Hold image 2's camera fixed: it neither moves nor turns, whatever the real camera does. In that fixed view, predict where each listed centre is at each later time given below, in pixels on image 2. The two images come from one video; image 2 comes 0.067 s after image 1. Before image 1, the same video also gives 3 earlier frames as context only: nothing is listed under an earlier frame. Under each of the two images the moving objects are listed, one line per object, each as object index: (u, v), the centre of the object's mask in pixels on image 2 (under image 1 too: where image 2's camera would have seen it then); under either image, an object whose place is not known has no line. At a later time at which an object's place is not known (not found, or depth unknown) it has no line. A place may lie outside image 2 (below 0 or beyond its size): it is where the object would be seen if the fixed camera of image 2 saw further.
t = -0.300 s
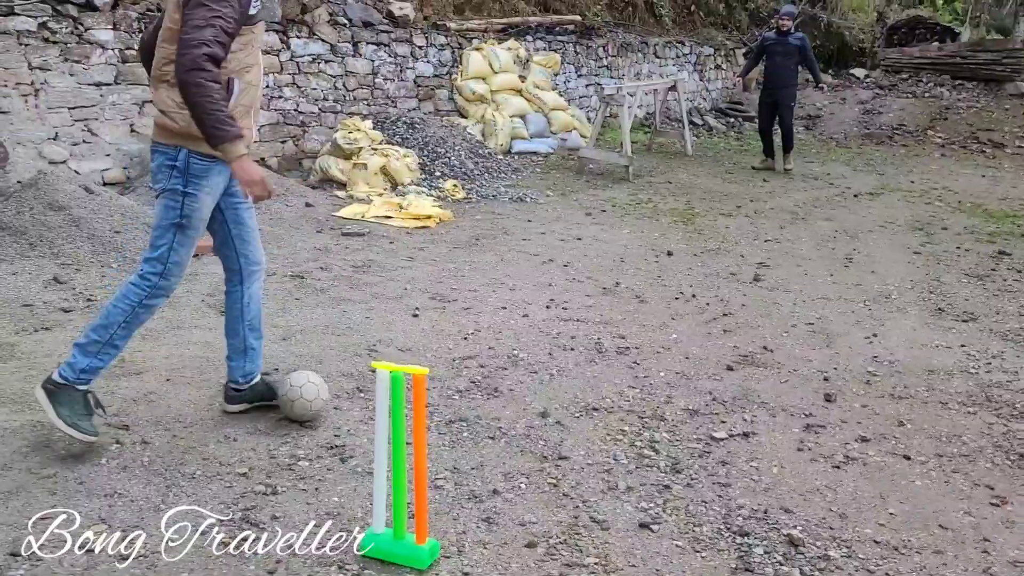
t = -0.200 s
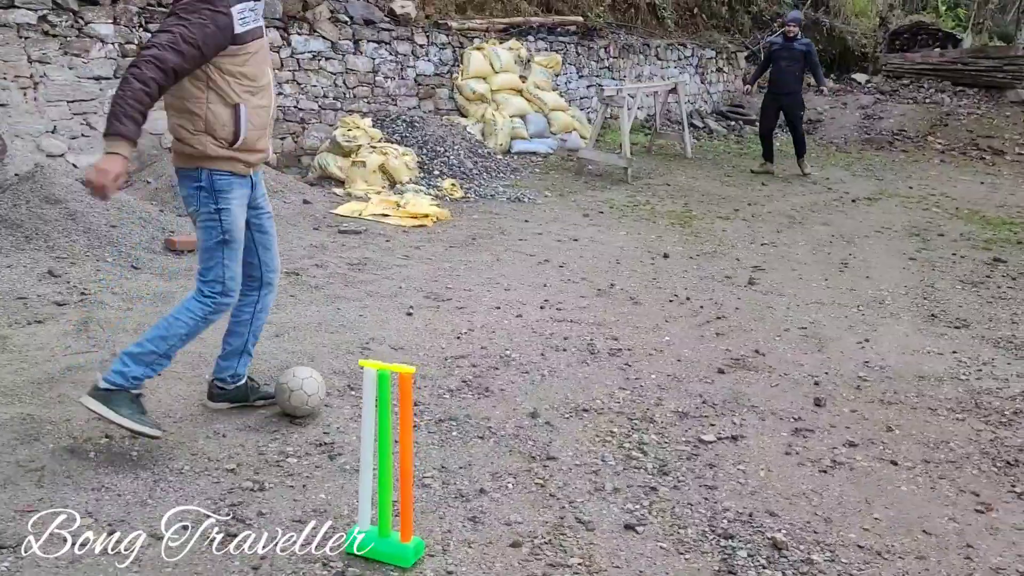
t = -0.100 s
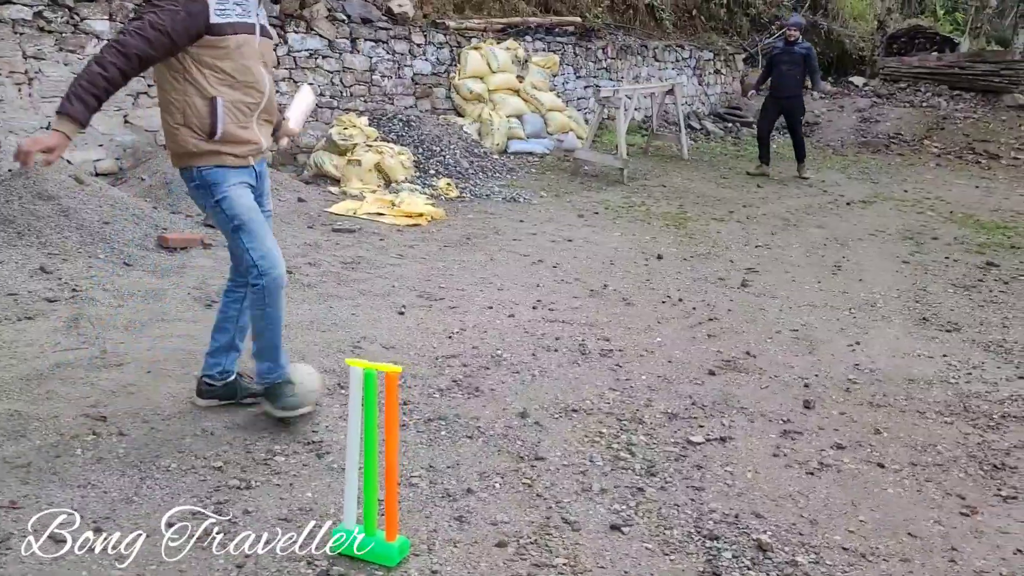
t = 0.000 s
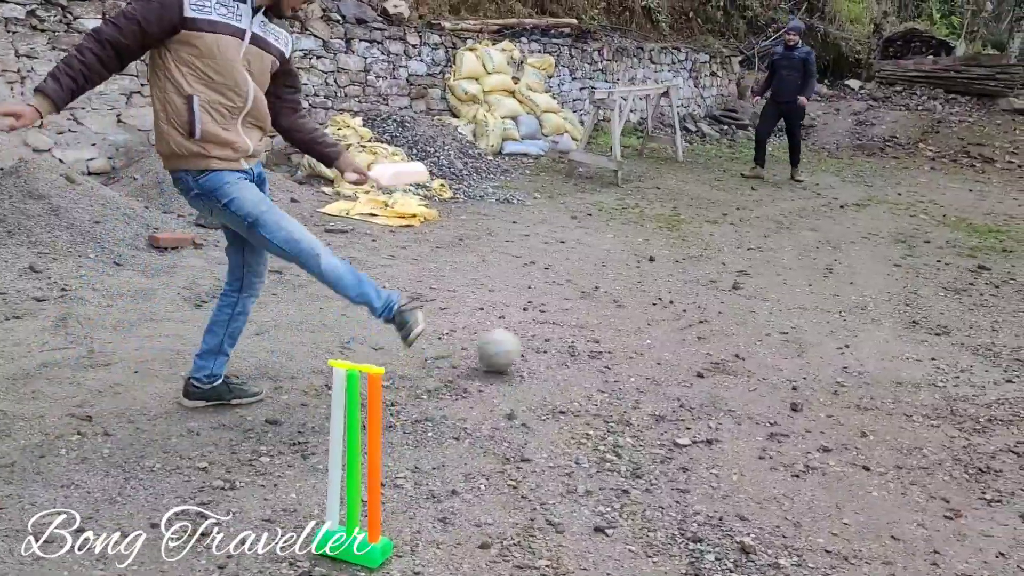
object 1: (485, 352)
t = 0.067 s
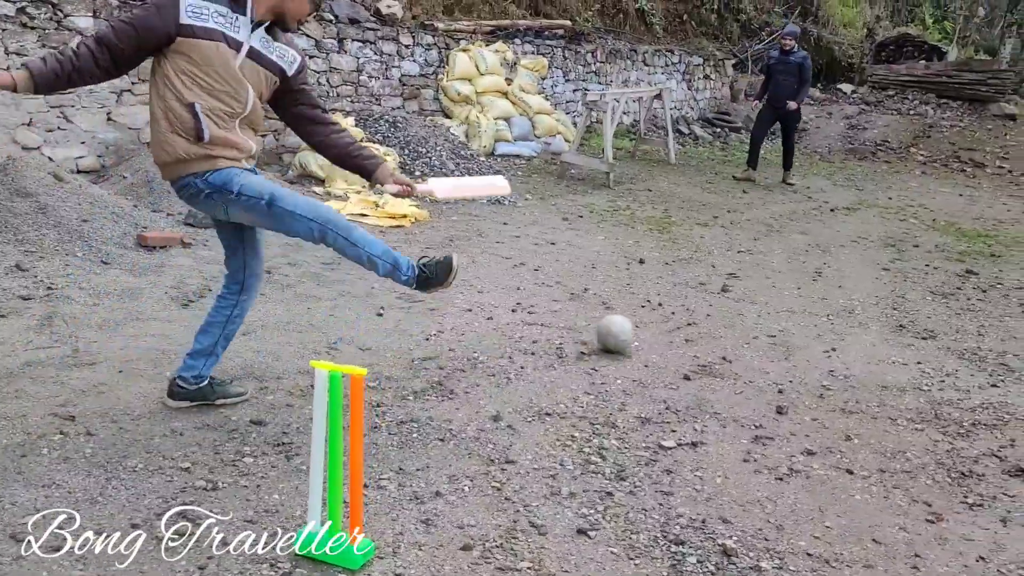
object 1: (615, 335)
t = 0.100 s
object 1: (636, 330)
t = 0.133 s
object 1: (675, 323)
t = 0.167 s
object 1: (710, 316)
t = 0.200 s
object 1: (743, 311)
